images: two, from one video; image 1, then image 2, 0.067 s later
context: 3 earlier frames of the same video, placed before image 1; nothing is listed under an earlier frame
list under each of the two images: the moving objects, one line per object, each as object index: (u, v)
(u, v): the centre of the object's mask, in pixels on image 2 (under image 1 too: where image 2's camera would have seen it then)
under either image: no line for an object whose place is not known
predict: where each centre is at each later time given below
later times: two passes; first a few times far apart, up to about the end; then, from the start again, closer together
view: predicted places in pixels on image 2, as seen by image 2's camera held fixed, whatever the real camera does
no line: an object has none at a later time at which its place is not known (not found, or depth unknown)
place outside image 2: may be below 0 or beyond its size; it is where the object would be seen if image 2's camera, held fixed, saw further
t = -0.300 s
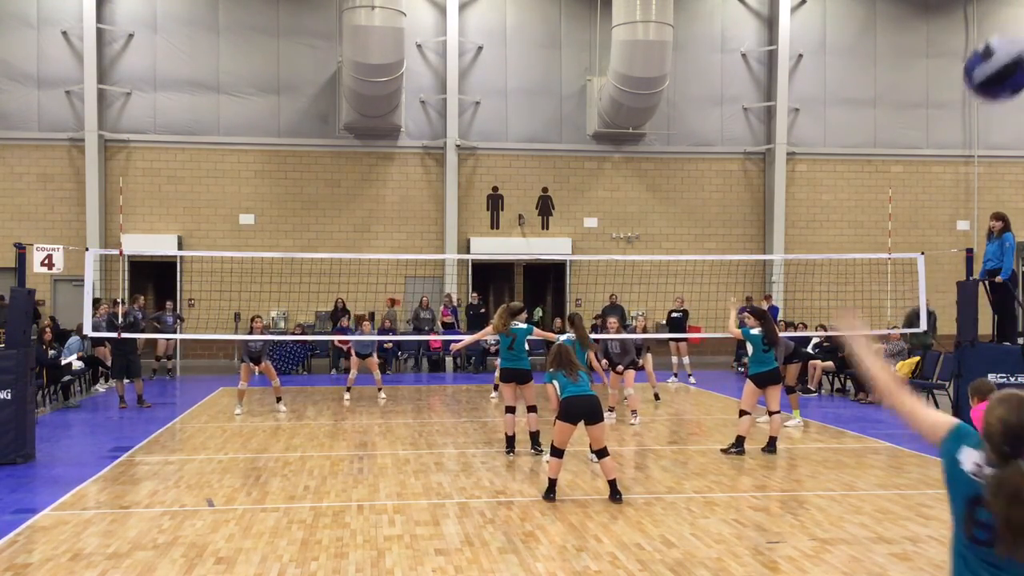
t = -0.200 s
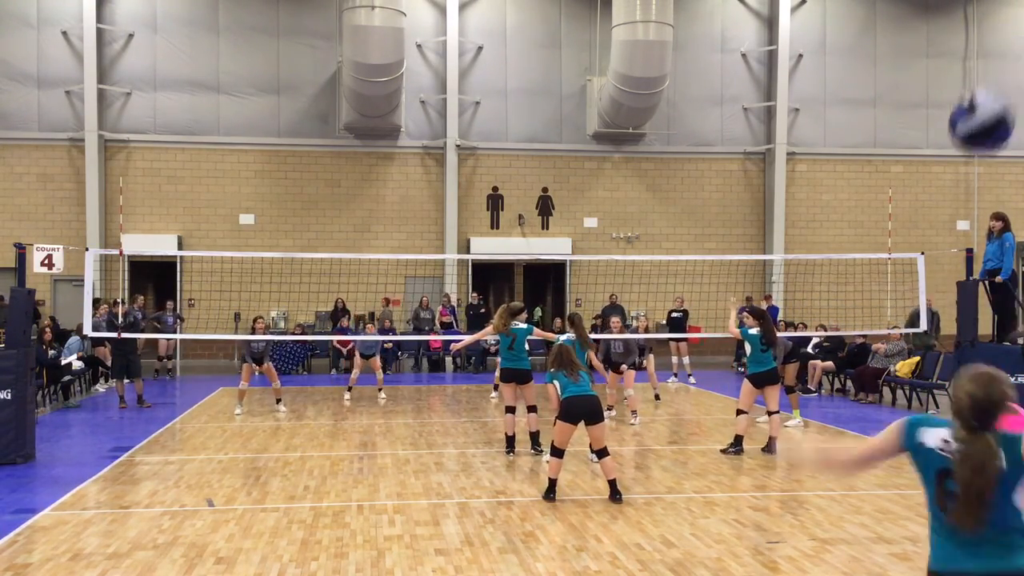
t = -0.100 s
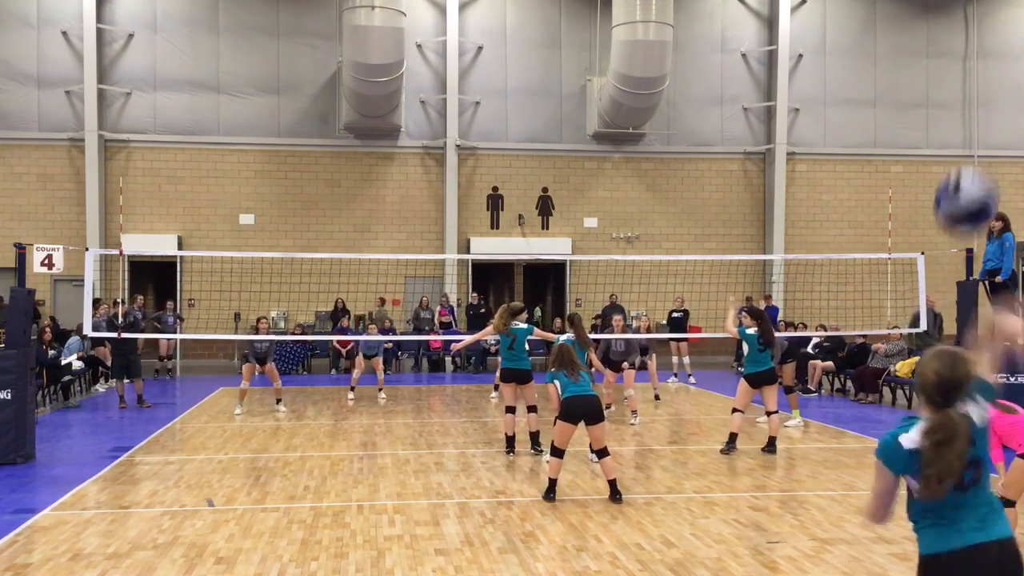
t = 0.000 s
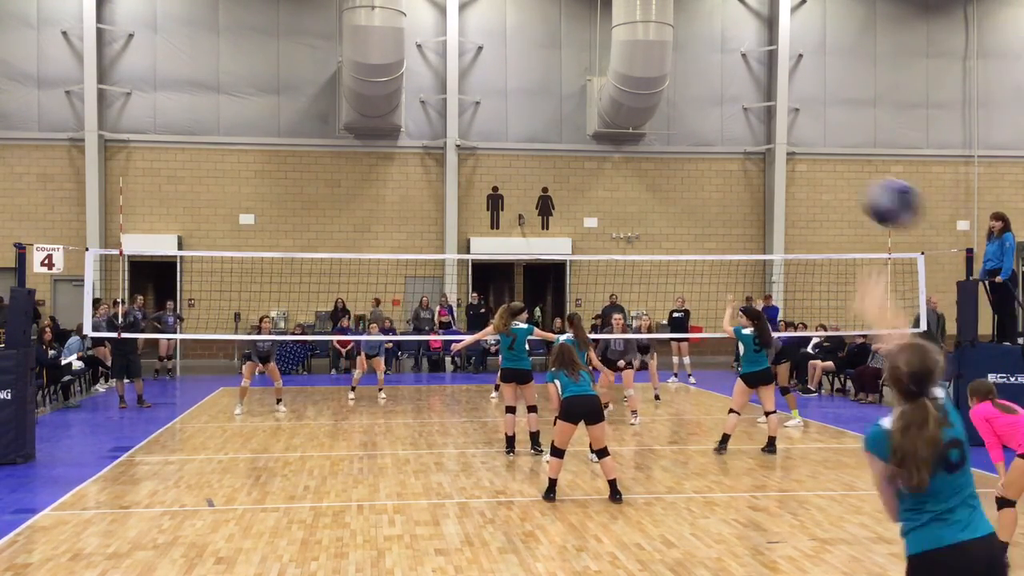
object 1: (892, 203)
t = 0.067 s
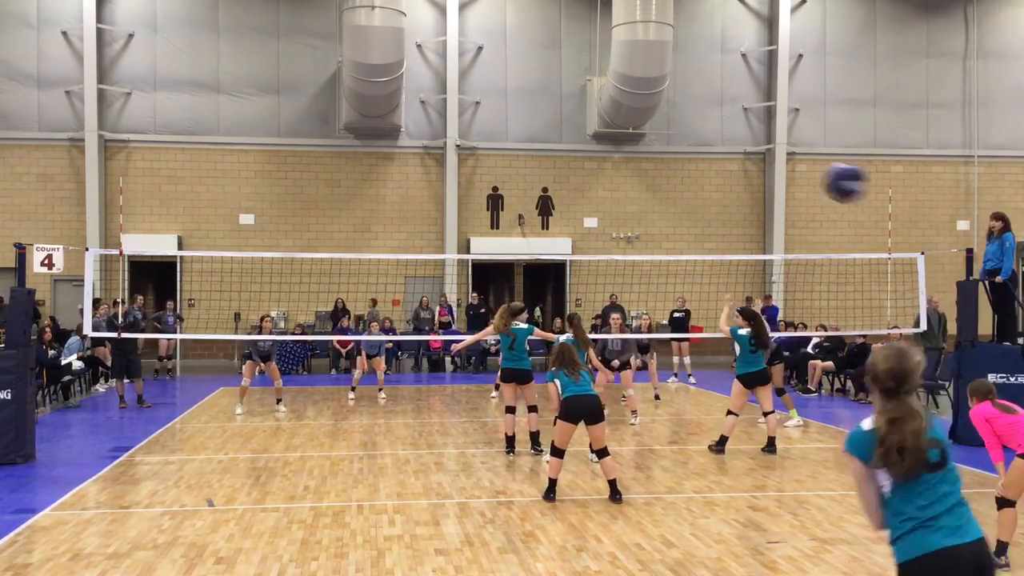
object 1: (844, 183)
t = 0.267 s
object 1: (774, 180)
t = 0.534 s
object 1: (742, 226)
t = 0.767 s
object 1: (732, 289)
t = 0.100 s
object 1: (826, 177)
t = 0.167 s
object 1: (799, 173)
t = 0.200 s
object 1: (789, 174)
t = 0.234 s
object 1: (781, 176)
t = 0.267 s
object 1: (774, 180)
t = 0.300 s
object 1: (767, 184)
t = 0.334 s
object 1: (761, 189)
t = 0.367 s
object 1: (757, 194)
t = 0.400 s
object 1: (753, 199)
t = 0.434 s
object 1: (750, 205)
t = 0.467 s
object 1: (748, 212)
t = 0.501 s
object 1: (744, 219)
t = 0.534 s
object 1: (742, 226)
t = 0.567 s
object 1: (741, 234)
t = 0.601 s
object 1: (739, 243)
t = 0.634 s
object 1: (737, 250)
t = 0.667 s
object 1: (737, 263)
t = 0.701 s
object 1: (735, 271)
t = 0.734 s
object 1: (733, 280)
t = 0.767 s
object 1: (732, 289)
